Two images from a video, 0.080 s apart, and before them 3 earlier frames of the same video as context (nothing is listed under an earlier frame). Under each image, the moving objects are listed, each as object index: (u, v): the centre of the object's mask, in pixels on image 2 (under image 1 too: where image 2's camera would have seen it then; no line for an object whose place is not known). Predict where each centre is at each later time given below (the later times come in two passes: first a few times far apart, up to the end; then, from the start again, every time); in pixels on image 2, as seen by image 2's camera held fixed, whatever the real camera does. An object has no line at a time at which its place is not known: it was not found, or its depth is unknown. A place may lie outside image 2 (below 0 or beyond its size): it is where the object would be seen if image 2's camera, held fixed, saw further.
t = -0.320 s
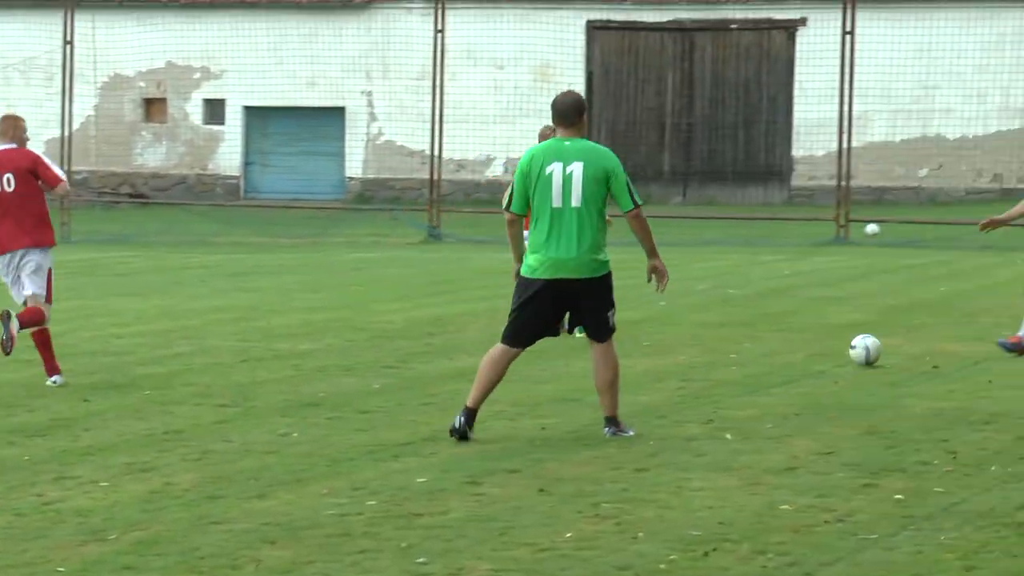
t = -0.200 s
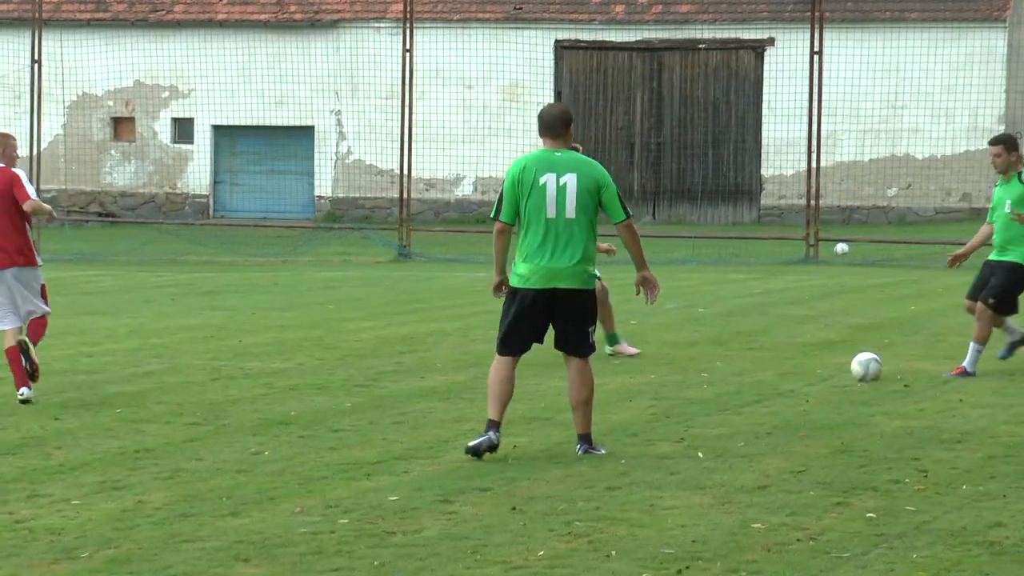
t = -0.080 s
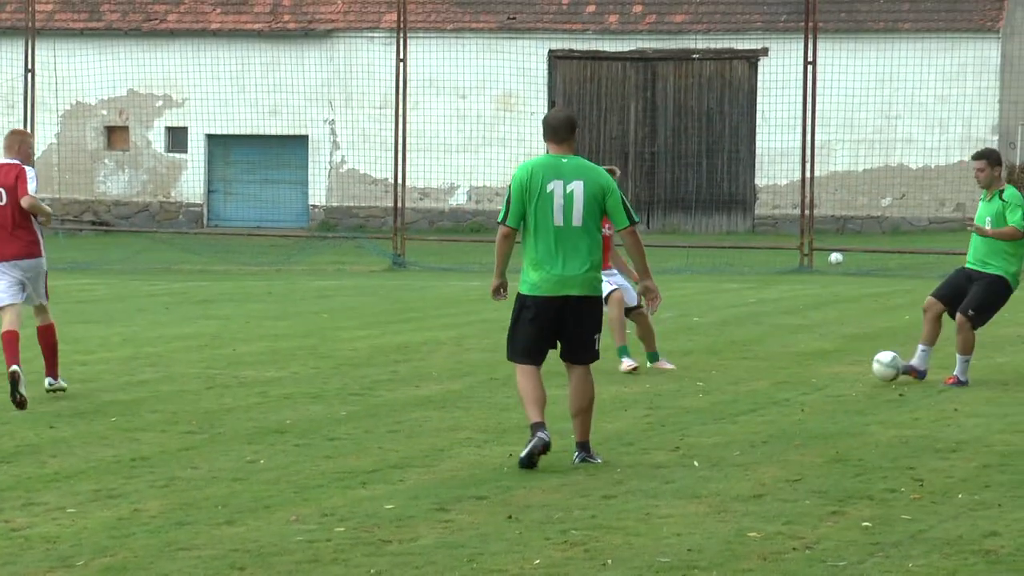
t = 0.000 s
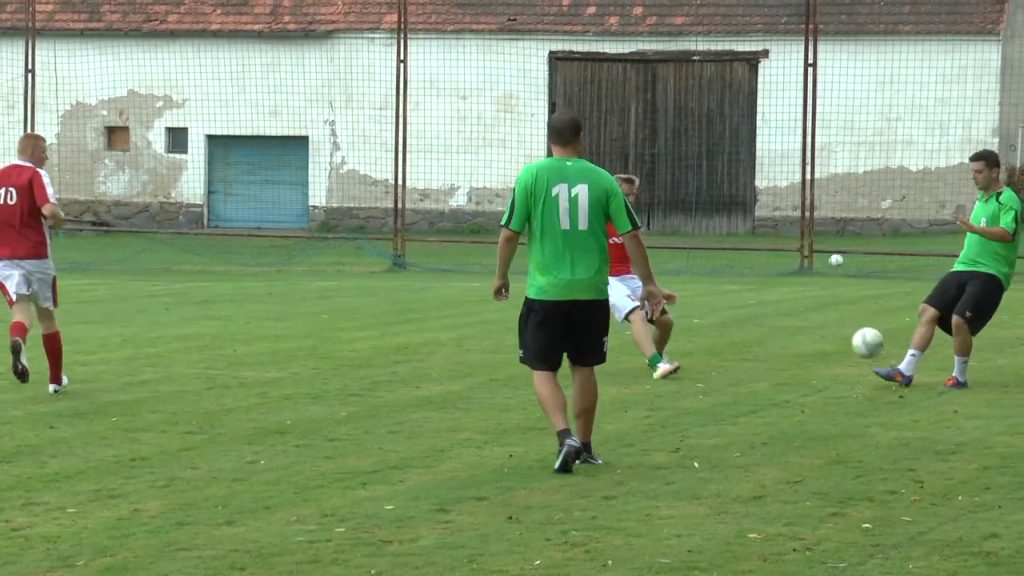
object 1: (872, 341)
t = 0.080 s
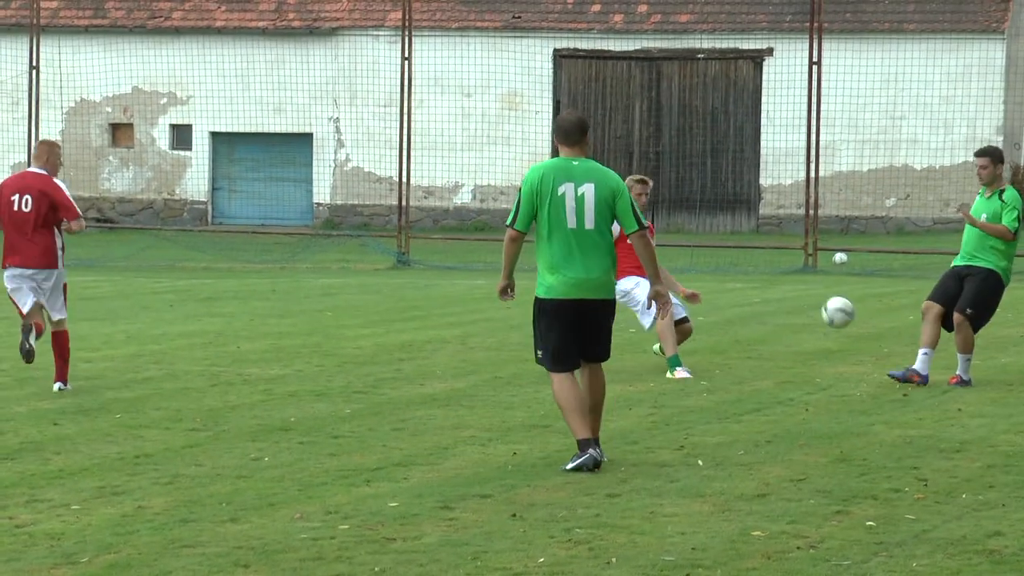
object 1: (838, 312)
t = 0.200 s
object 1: (785, 284)
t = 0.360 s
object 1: (709, 282)
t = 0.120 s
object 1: (821, 301)
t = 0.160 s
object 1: (804, 291)
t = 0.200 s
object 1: (785, 284)
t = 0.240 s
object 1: (768, 280)
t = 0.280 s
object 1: (750, 278)
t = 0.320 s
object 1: (729, 279)
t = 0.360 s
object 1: (709, 282)
